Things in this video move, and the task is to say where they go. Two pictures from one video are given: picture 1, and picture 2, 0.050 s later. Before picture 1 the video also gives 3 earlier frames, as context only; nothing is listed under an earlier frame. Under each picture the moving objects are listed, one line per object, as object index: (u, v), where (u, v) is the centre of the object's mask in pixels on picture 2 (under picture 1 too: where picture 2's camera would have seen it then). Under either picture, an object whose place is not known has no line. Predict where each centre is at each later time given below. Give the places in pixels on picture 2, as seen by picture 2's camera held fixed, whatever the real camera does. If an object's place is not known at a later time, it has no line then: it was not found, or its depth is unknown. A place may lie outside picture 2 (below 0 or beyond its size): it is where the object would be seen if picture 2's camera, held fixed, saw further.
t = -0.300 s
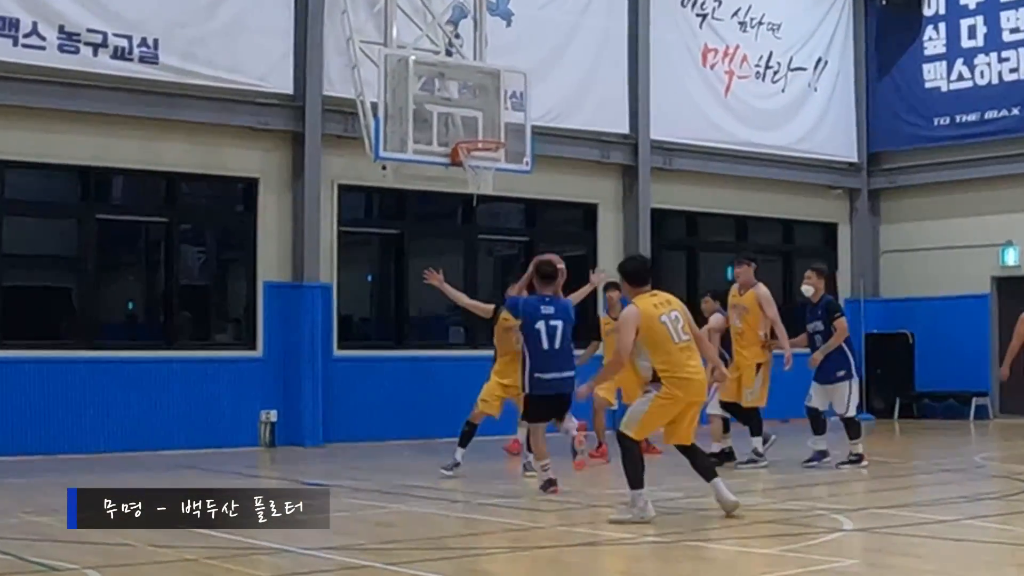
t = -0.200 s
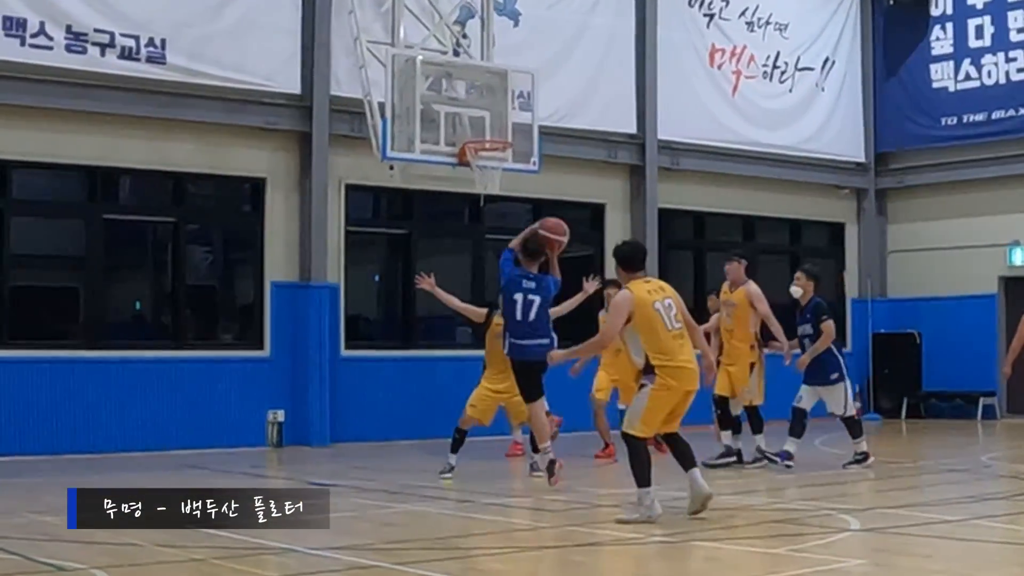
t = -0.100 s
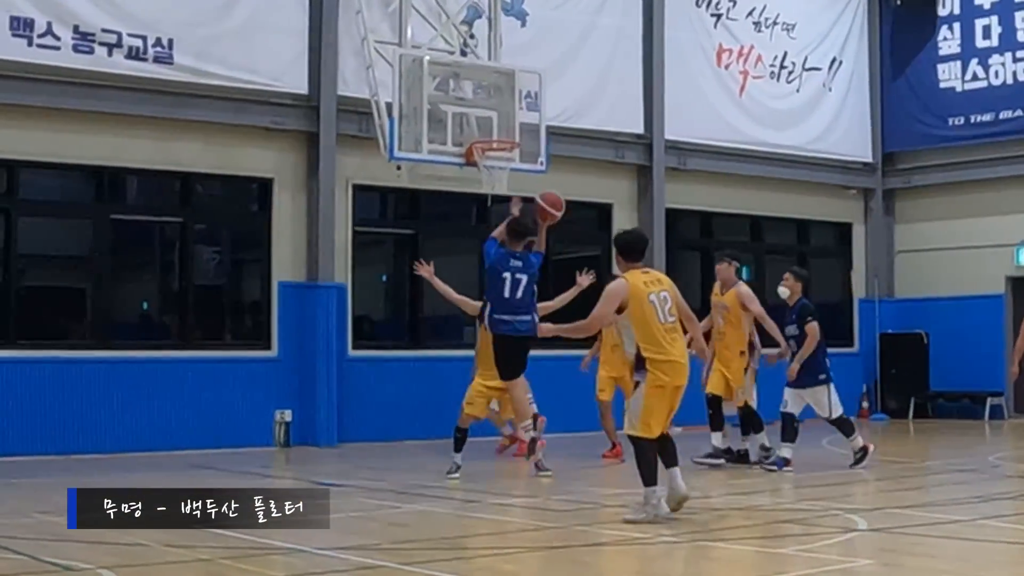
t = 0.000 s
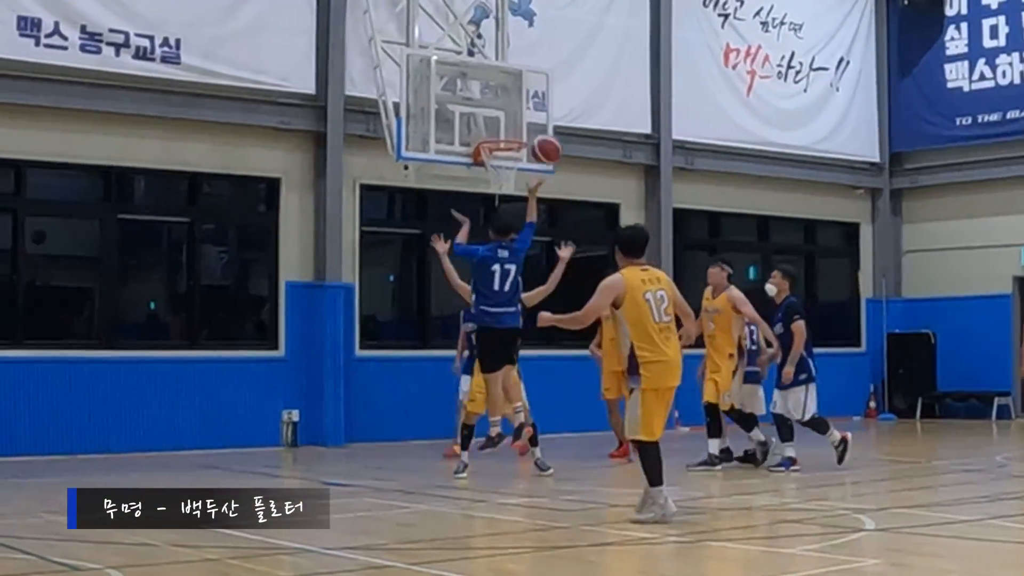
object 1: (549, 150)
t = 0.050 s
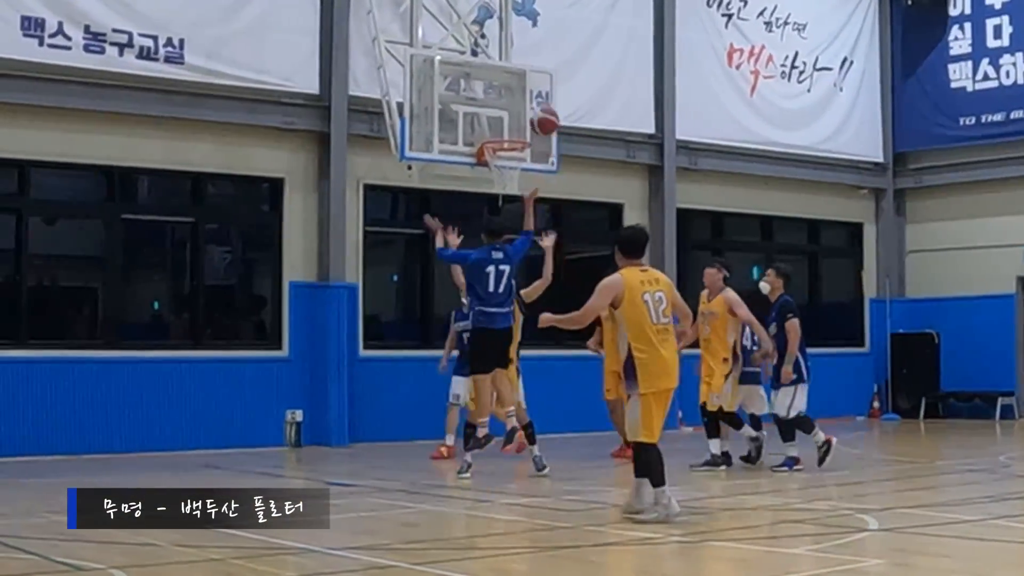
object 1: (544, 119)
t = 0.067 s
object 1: (543, 113)
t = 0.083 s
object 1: (541, 104)
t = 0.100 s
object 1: (540, 97)
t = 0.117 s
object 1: (538, 90)
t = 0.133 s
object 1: (537, 83)
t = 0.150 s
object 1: (535, 76)
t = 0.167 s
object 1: (533, 70)
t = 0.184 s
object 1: (532, 65)
